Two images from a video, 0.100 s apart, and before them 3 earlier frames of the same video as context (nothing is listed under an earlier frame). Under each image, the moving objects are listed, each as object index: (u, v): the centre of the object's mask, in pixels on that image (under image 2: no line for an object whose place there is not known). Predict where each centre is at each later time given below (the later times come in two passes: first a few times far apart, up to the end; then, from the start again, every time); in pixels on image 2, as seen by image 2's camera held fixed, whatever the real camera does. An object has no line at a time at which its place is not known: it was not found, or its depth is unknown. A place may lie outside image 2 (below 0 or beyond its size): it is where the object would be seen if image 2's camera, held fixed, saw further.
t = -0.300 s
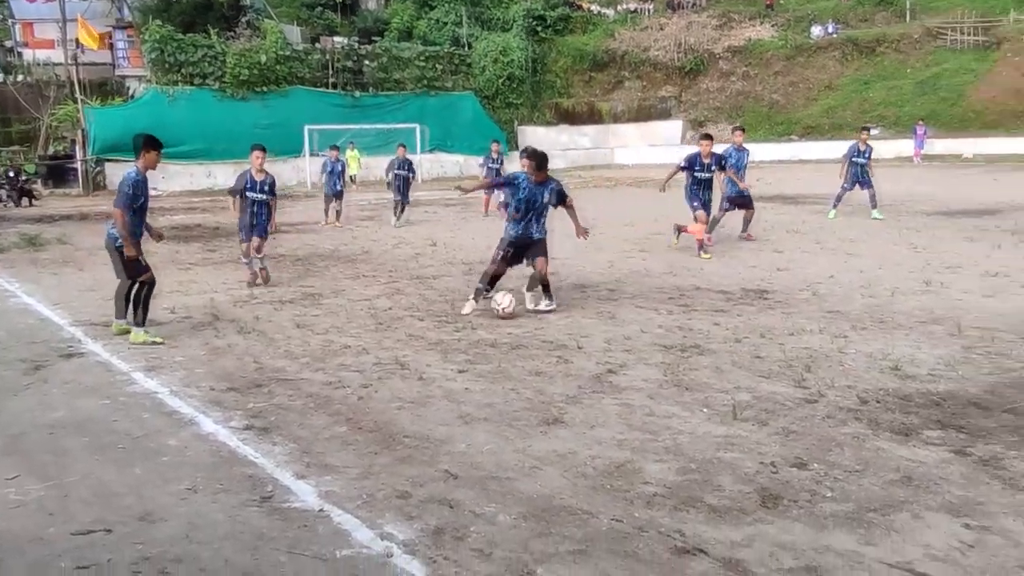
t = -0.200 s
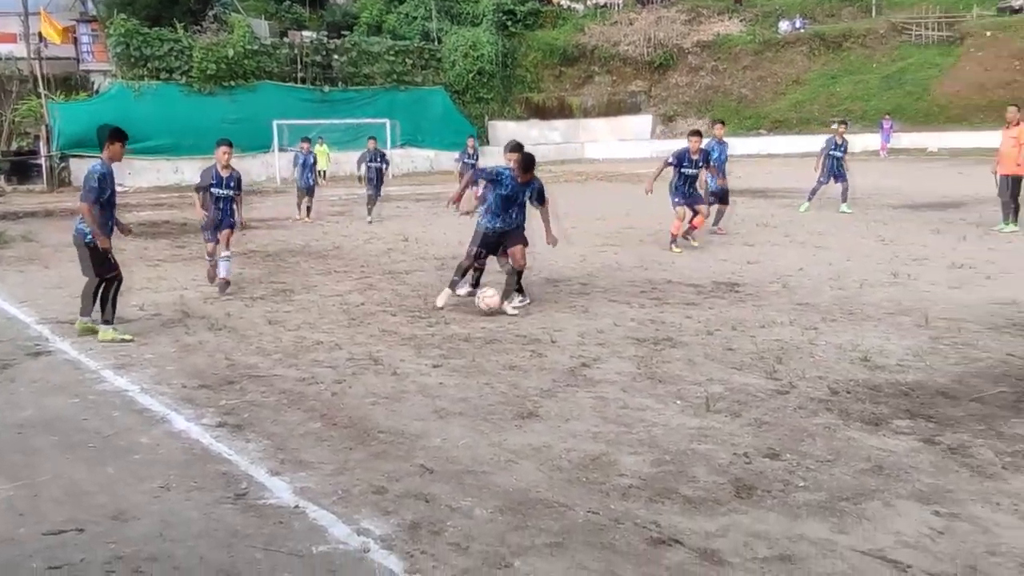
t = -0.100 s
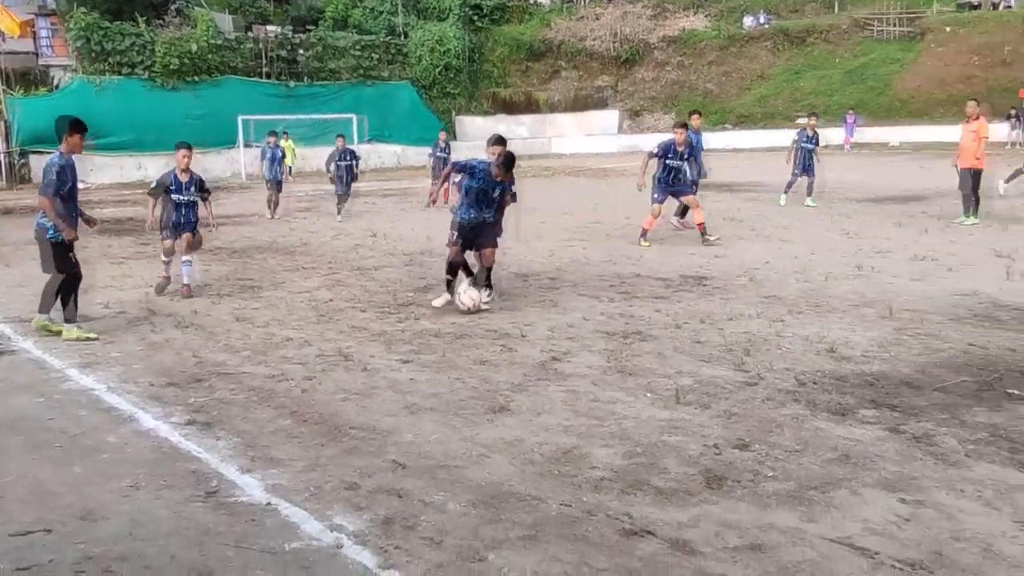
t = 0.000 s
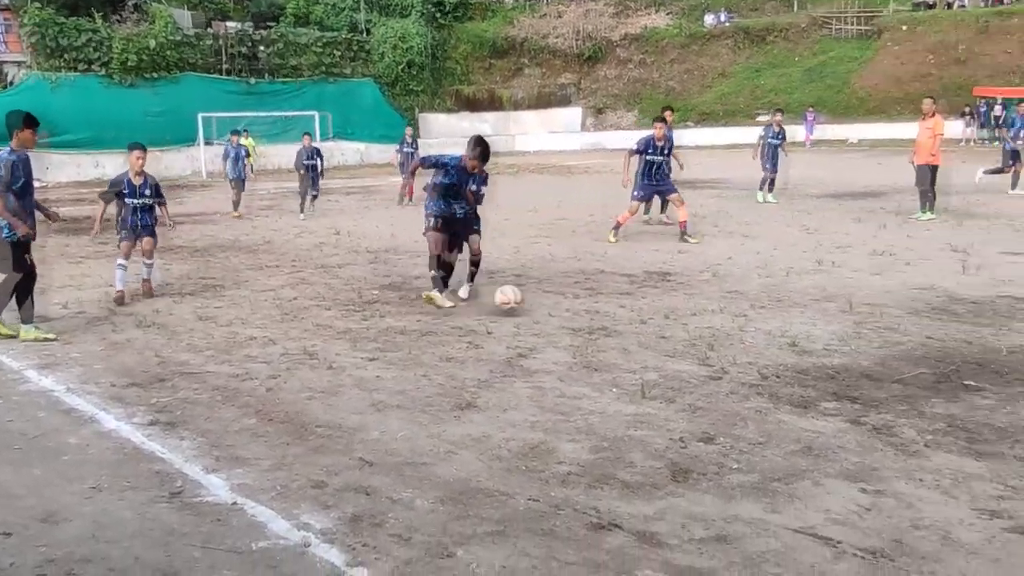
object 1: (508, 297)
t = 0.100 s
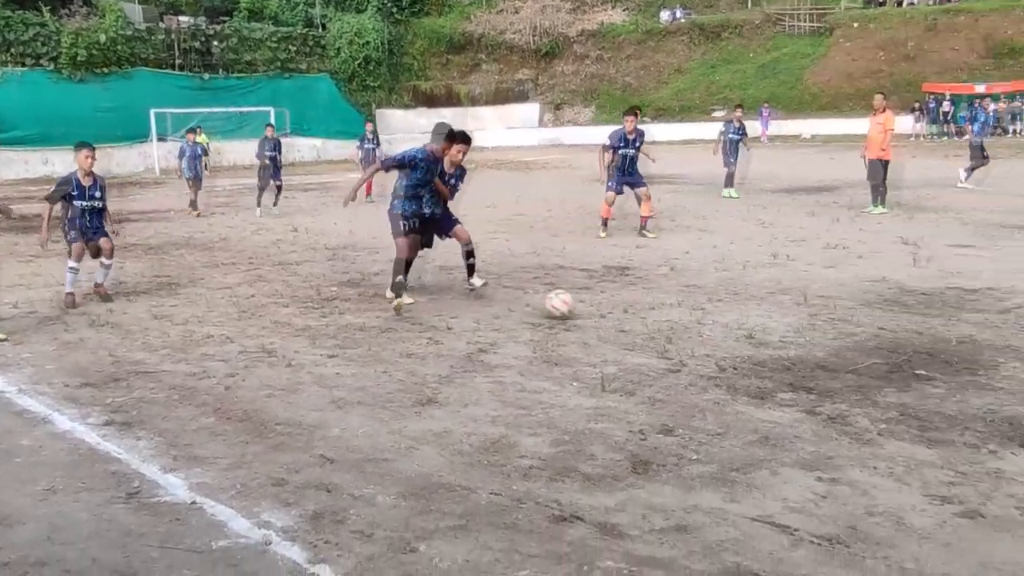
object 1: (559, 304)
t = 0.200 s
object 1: (648, 308)
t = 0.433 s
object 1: (854, 317)
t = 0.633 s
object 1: (1039, 332)
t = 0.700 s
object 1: (1105, 333)
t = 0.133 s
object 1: (589, 305)
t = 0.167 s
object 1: (618, 306)
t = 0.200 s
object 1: (648, 308)
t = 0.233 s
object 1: (678, 311)
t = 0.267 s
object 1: (710, 313)
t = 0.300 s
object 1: (740, 314)
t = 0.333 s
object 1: (767, 312)
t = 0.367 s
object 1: (794, 311)
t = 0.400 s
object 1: (824, 313)
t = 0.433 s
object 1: (854, 317)
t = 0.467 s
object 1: (883, 323)
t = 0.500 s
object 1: (915, 329)
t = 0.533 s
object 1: (946, 335)
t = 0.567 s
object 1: (976, 337)
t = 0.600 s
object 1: (1007, 335)
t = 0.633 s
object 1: (1039, 332)
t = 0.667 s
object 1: (1072, 331)
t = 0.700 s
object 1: (1105, 333)
